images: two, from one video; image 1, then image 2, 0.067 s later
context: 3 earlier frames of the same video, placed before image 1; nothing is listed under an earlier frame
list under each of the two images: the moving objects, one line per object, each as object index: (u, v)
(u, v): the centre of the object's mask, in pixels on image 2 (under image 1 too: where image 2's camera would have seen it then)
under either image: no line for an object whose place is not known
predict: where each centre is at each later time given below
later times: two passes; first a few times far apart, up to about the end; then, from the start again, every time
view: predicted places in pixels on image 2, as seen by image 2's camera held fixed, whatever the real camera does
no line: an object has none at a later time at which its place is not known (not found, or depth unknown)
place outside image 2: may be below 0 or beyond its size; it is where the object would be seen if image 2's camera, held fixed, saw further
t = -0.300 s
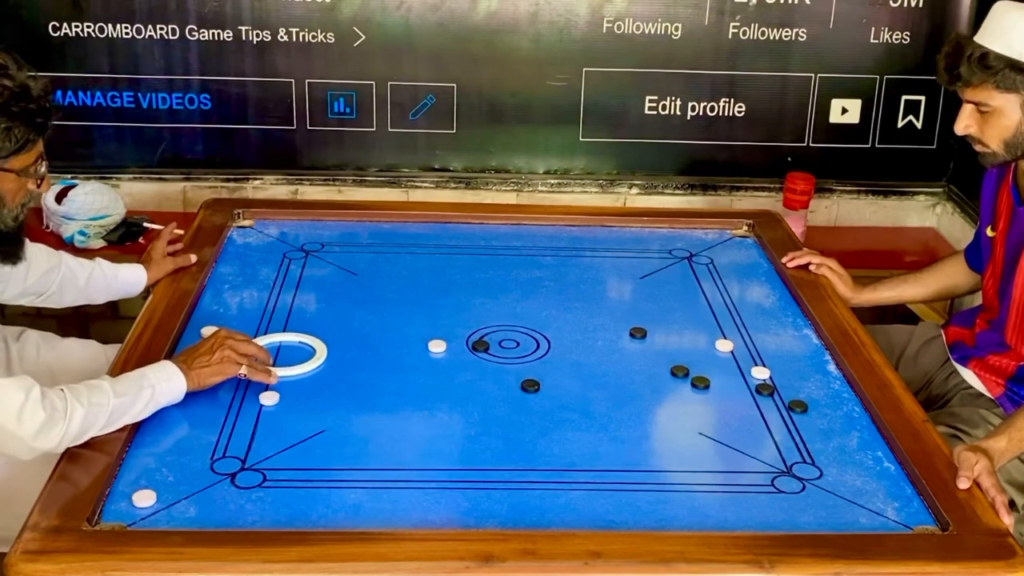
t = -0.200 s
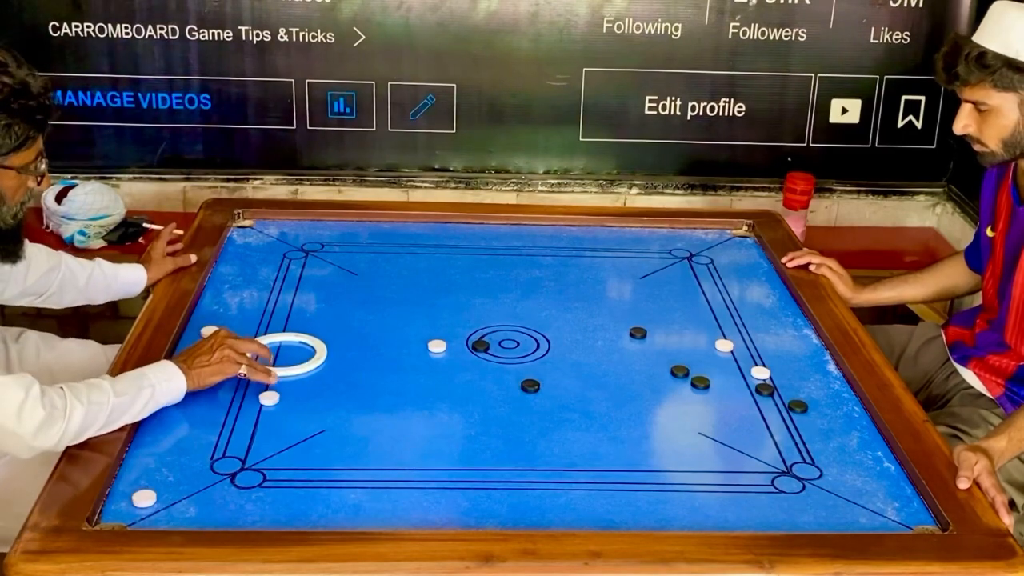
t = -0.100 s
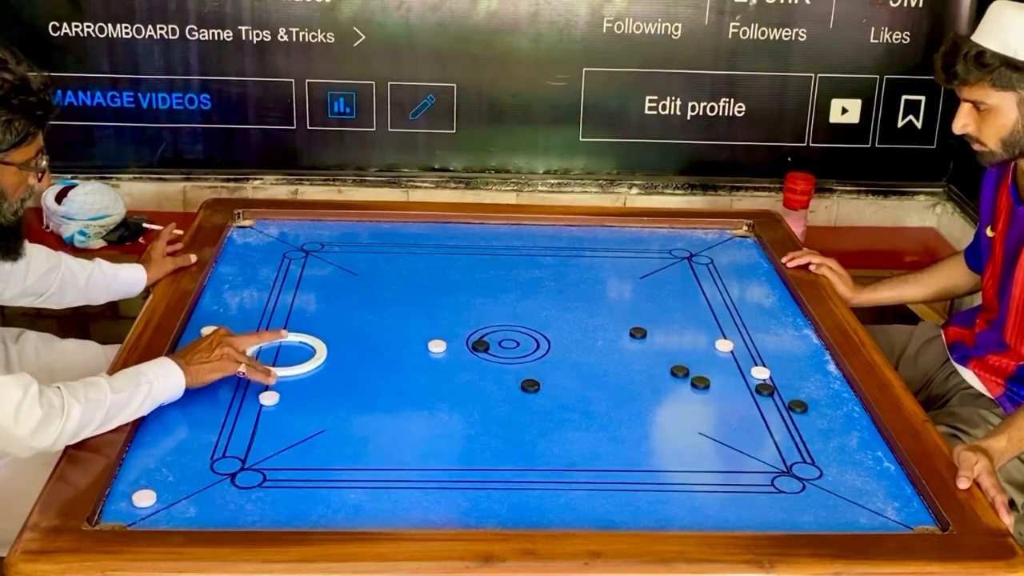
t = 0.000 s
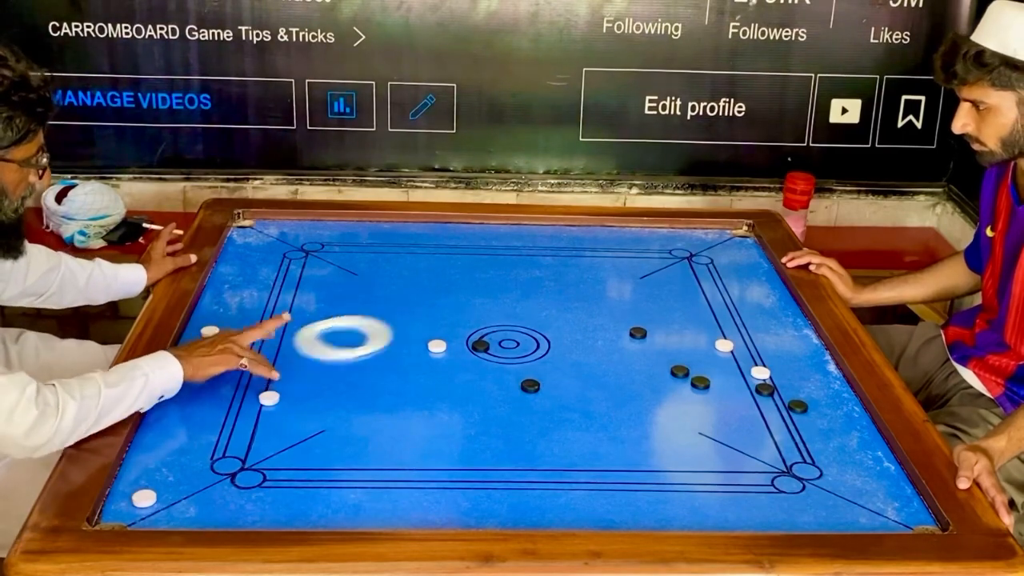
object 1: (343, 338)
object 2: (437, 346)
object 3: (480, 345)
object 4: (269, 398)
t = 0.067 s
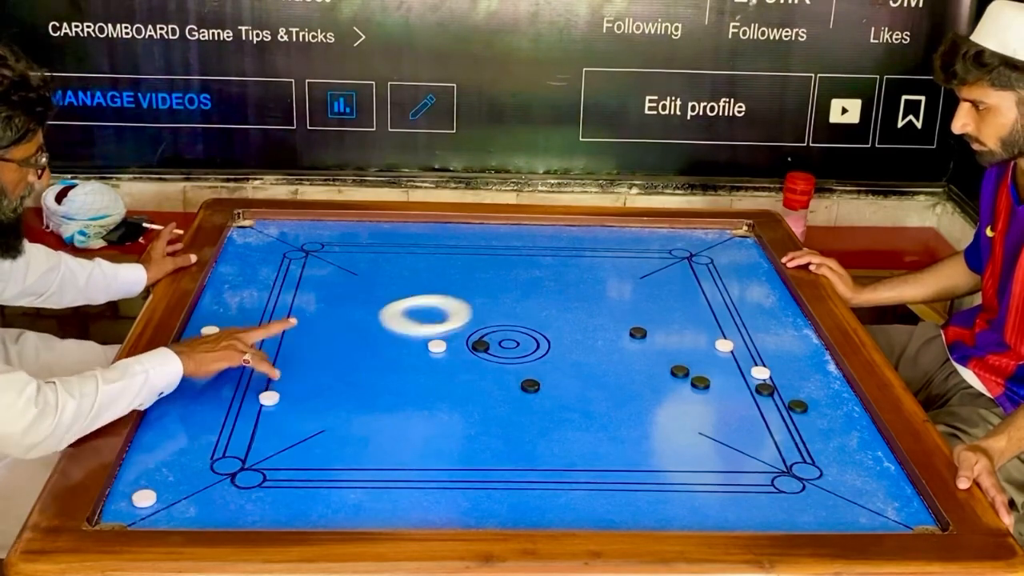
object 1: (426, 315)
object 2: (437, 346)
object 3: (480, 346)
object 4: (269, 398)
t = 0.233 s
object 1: (599, 267)
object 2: (437, 346)
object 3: (480, 346)
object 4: (269, 398)
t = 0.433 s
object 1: (706, 254)
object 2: (437, 346)
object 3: (480, 345)
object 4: (269, 398)
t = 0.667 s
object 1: (585, 290)
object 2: (437, 346)
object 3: (480, 345)
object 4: (269, 398)
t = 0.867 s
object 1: (469, 324)
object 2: (437, 346)
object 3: (480, 346)
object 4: (269, 398)
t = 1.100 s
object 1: (325, 357)
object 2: (375, 409)
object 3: (490, 372)
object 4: (269, 398)
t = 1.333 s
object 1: (222, 388)
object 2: (300, 485)
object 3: (498, 399)
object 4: (274, 398)
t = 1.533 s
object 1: (300, 397)
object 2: (247, 516)
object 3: (503, 422)
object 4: (372, 412)
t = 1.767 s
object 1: (387, 407)
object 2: (237, 462)
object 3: (509, 448)
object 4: (486, 429)
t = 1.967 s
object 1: (455, 415)
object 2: (228, 424)
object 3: (512, 468)
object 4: (581, 444)
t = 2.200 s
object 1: (528, 425)
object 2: (220, 387)
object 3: (513, 489)
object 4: (688, 461)
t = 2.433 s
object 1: (597, 435)
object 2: (214, 356)
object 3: (512, 506)
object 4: (789, 476)
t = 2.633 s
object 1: (651, 442)
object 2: (214, 354)
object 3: (510, 517)
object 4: (870, 489)
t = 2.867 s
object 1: (707, 451)
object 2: (214, 355)
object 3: (509, 523)
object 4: (877, 493)
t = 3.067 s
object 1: (750, 457)
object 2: (214, 354)
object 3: (508, 524)
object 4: (825, 490)
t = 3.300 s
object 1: (787, 460)
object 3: (507, 524)
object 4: (798, 504)
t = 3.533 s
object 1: (814, 459)
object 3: (507, 524)
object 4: (785, 522)
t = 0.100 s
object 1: (464, 305)
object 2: (437, 346)
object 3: (480, 346)
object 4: (269, 398)
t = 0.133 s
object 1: (500, 295)
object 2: (437, 346)
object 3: (480, 346)
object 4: (269, 398)
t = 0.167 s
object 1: (535, 285)
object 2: (437, 346)
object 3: (480, 346)
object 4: (269, 398)
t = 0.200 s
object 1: (568, 276)
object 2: (437, 346)
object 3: (480, 346)
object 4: (269, 398)
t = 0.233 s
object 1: (599, 267)
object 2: (437, 346)
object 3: (480, 346)
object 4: (269, 398)
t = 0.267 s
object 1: (629, 259)
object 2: (437, 346)
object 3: (480, 345)
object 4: (269, 398)
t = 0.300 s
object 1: (659, 251)
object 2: (437, 346)
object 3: (480, 346)
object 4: (269, 398)
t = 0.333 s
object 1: (687, 243)
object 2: (437, 346)
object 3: (480, 346)
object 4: (269, 398)
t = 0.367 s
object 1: (716, 244)
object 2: (437, 346)
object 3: (480, 346)
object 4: (269, 398)
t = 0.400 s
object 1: (722, 249)
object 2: (437, 346)
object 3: (480, 346)
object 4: (269, 398)
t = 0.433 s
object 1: (706, 254)
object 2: (437, 346)
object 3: (480, 345)
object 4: (269, 398)
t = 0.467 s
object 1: (689, 259)
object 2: (437, 346)
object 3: (480, 346)
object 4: (269, 398)
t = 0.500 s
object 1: (672, 264)
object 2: (437, 346)
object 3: (480, 345)
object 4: (269, 398)
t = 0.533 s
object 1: (655, 269)
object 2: (437, 346)
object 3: (480, 346)
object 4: (269, 398)
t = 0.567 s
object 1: (638, 274)
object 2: (437, 346)
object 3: (480, 346)
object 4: (269, 398)
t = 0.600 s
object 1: (621, 279)
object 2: (437, 346)
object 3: (480, 345)
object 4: (269, 398)
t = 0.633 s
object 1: (603, 284)
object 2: (437, 346)
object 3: (480, 345)
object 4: (269, 398)
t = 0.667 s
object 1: (585, 290)
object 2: (437, 346)
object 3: (480, 345)
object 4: (269, 398)
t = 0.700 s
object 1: (567, 295)
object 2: (437, 346)
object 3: (480, 345)
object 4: (269, 398)
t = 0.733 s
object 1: (548, 301)
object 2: (437, 346)
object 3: (480, 345)
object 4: (269, 398)
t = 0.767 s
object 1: (529, 307)
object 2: (437, 346)
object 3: (480, 345)
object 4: (269, 398)
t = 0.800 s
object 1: (509, 312)
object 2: (437, 346)
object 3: (480, 345)
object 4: (269, 398)
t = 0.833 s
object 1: (490, 318)
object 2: (437, 346)
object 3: (480, 346)
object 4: (269, 398)
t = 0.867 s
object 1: (469, 324)
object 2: (437, 346)
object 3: (480, 346)
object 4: (269, 398)
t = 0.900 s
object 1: (449, 329)
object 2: (432, 351)
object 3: (482, 349)
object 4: (269, 398)
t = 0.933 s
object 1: (429, 333)
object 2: (423, 360)
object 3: (483, 353)
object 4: (269, 398)
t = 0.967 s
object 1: (409, 338)
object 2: (414, 368)
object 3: (484, 357)
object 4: (269, 398)
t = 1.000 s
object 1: (388, 343)
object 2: (405, 379)
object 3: (486, 361)
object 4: (269, 398)
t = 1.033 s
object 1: (367, 347)
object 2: (395, 389)
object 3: (487, 365)
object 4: (269, 398)
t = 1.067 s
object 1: (346, 352)
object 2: (385, 399)
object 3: (489, 368)
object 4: (269, 398)
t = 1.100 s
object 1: (325, 357)
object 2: (375, 409)
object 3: (490, 372)
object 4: (269, 398)
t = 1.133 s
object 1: (304, 362)
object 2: (365, 419)
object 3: (491, 376)
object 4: (269, 398)
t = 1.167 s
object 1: (282, 367)
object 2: (355, 430)
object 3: (493, 380)
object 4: (269, 398)
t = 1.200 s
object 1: (261, 371)
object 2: (344, 441)
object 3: (494, 384)
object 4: (269, 399)
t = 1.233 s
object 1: (238, 377)
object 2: (333, 452)
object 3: (495, 388)
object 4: (269, 398)
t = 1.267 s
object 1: (216, 382)
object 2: (322, 463)
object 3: (496, 391)
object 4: (269, 398)
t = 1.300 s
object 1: (207, 386)
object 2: (311, 474)
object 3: (497, 395)
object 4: (269, 398)
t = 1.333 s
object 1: (222, 388)
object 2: (300, 485)
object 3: (498, 399)
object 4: (274, 398)
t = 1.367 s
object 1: (236, 389)
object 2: (288, 497)
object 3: (499, 403)
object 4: (289, 401)
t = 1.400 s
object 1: (249, 391)
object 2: (277, 508)
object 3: (500, 407)
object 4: (306, 403)
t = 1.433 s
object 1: (262, 392)
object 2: (265, 519)
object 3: (501, 411)
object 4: (323, 405)
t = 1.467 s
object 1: (275, 394)
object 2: (255, 526)
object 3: (501, 415)
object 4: (339, 408)
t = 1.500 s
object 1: (288, 395)
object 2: (250, 523)
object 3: (503, 419)
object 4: (356, 410)
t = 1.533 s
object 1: (300, 397)
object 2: (247, 516)
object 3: (503, 422)
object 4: (372, 412)
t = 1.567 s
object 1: (313, 398)
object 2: (245, 508)
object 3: (504, 426)
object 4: (389, 415)
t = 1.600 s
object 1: (326, 400)
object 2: (244, 499)
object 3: (505, 430)
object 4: (405, 417)
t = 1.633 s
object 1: (338, 401)
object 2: (242, 491)
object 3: (506, 433)
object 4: (422, 419)
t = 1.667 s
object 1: (350, 402)
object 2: (241, 483)
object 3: (506, 437)
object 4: (438, 422)
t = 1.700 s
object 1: (363, 404)
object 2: (239, 476)
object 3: (507, 441)
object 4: (454, 424)
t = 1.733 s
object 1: (375, 405)
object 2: (238, 469)
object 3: (508, 444)
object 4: (470, 426)
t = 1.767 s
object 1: (387, 407)
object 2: (237, 462)
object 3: (509, 448)
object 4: (486, 429)
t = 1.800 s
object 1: (399, 408)
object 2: (235, 455)
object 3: (510, 451)
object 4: (502, 431)
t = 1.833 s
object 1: (410, 409)
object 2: (234, 448)
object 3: (510, 455)
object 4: (519, 434)
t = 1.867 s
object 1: (422, 411)
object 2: (232, 442)
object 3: (511, 458)
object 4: (535, 436)
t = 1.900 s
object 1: (433, 412)
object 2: (231, 436)
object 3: (512, 462)
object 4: (550, 439)
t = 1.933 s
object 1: (444, 414)
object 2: (230, 430)
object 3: (512, 465)
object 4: (566, 441)
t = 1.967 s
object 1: (455, 415)
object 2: (228, 424)
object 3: (512, 468)
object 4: (581, 444)
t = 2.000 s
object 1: (466, 417)
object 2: (227, 418)
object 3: (513, 471)
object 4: (596, 446)
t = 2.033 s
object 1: (477, 418)
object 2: (226, 412)
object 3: (513, 474)
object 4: (612, 449)
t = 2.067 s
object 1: (487, 420)
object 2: (224, 407)
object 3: (513, 477)
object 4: (627, 451)
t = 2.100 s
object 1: (498, 421)
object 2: (224, 402)
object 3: (513, 480)
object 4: (643, 453)
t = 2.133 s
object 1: (508, 423)
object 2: (222, 397)
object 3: (513, 483)
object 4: (658, 456)
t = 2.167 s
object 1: (518, 424)
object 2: (221, 392)
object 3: (513, 486)
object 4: (673, 458)
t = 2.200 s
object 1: (528, 425)
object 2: (220, 387)
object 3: (513, 489)
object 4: (688, 461)
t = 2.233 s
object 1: (538, 427)
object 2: (219, 382)
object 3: (513, 491)
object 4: (702, 463)
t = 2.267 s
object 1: (548, 428)
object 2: (218, 377)
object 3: (513, 494)
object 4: (717, 466)
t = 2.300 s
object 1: (558, 429)
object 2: (218, 373)
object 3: (513, 496)
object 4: (732, 467)
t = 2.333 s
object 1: (568, 431)
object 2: (217, 368)
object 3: (512, 499)
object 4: (747, 470)
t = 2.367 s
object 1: (578, 432)
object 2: (216, 364)
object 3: (512, 502)
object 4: (761, 472)
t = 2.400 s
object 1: (587, 434)
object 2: (215, 360)
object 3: (512, 504)
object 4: (775, 475)
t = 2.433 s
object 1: (597, 435)
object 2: (214, 356)
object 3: (512, 506)
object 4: (789, 476)
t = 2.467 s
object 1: (606, 436)
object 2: (214, 354)
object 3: (511, 508)
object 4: (803, 479)
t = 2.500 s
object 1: (615, 437)
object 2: (214, 354)
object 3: (511, 510)
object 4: (817, 481)
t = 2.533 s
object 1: (624, 439)
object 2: (214, 354)
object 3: (511, 512)
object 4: (831, 483)
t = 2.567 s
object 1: (633, 440)
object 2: (214, 354)
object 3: (511, 514)
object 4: (844, 485)
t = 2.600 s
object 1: (642, 441)
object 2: (214, 354)
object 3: (510, 515)
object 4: (857, 487)
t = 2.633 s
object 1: (651, 442)
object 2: (214, 354)
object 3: (510, 517)
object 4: (870, 489)
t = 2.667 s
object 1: (659, 444)
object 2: (214, 354)
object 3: (510, 518)
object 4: (883, 491)
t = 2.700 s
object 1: (668, 445)
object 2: (214, 354)
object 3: (510, 519)
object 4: (895, 493)
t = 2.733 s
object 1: (676, 446)
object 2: (214, 355)
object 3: (510, 521)
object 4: (908, 494)
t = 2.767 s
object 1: (684, 447)
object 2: (214, 355)
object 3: (510, 521)
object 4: (906, 494)
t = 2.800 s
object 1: (692, 448)
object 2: (214, 355)
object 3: (510, 522)
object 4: (896, 494)
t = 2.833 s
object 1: (700, 450)
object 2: (214, 355)
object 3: (509, 522)
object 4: (887, 493)
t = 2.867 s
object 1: (707, 451)
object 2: (214, 355)
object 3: (509, 523)
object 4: (877, 493)
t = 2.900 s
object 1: (715, 452)
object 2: (214, 354)
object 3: (509, 523)
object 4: (868, 493)
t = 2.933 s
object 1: (722, 453)
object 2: (214, 354)
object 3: (509, 523)
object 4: (859, 492)
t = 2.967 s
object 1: (729, 454)
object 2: (214, 355)
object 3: (509, 524)
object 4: (851, 491)
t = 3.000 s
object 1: (736, 455)
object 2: (214, 354)
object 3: (508, 524)
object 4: (842, 491)
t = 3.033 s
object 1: (743, 456)
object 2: (214, 355)
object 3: (508, 524)
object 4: (834, 491)
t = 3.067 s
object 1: (750, 457)
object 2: (214, 354)
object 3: (508, 524)
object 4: (825, 490)
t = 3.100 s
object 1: (756, 458)
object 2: (214, 355)
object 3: (508, 524)
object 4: (817, 489)
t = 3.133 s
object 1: (762, 458)
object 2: (214, 354)
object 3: (507, 524)
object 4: (809, 489)
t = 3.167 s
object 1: (768, 459)
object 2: (214, 355)
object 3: (507, 524)
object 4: (804, 491)
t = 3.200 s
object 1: (773, 459)
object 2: (214, 354)
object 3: (507, 524)
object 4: (803, 494)
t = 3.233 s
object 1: (778, 460)
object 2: (214, 355)
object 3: (507, 524)
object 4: (801, 497)
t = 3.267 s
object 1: (783, 460)
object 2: (214, 355)
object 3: (507, 524)
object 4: (800, 501)
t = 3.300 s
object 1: (787, 460)
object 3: (507, 524)
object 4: (798, 504)
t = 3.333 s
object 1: (792, 460)
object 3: (507, 524)
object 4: (796, 507)
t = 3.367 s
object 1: (796, 460)
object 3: (507, 524)
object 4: (794, 510)
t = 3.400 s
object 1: (800, 460)
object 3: (507, 524)
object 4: (792, 512)
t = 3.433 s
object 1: (804, 460)
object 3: (507, 524)
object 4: (791, 515)
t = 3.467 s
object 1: (808, 460)
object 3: (507, 524)
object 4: (789, 518)
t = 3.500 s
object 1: (811, 460)
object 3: (507, 524)
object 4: (787, 520)
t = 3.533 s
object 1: (814, 459)
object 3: (507, 524)
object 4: (785, 522)
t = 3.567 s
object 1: (817, 459)
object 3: (507, 524)
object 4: (783, 524)
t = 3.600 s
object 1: (819, 459)
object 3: (507, 524)
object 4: (782, 525)
